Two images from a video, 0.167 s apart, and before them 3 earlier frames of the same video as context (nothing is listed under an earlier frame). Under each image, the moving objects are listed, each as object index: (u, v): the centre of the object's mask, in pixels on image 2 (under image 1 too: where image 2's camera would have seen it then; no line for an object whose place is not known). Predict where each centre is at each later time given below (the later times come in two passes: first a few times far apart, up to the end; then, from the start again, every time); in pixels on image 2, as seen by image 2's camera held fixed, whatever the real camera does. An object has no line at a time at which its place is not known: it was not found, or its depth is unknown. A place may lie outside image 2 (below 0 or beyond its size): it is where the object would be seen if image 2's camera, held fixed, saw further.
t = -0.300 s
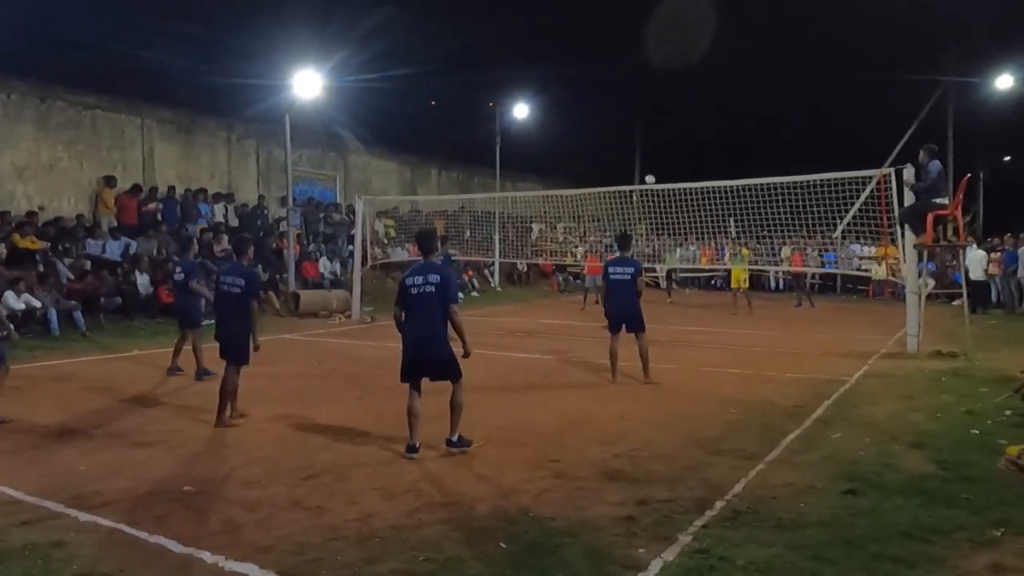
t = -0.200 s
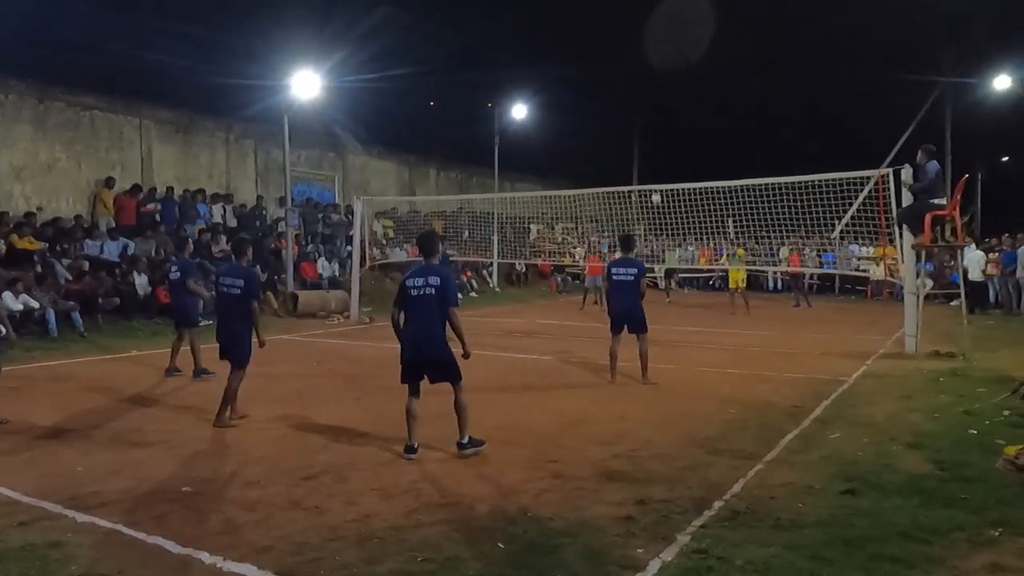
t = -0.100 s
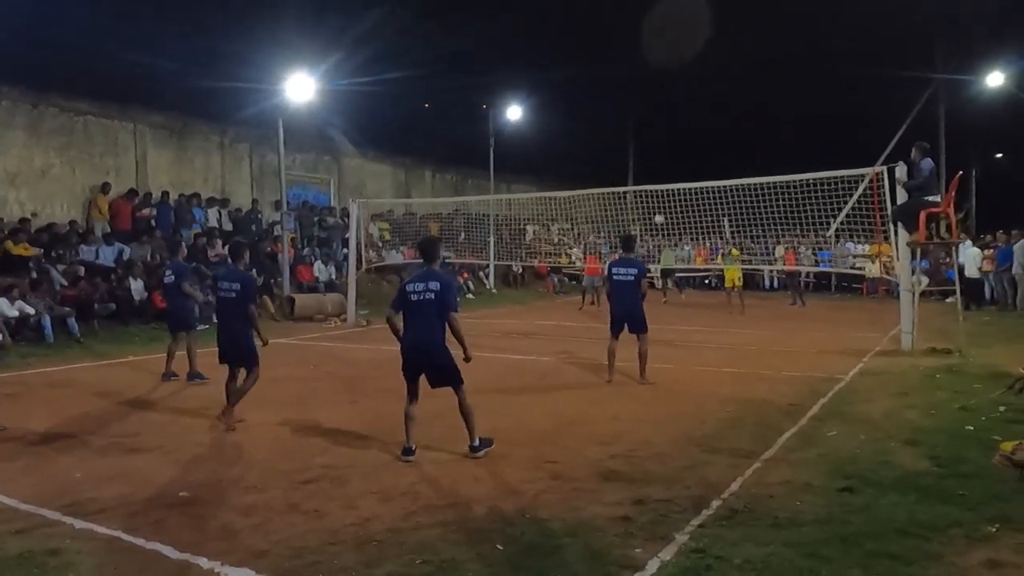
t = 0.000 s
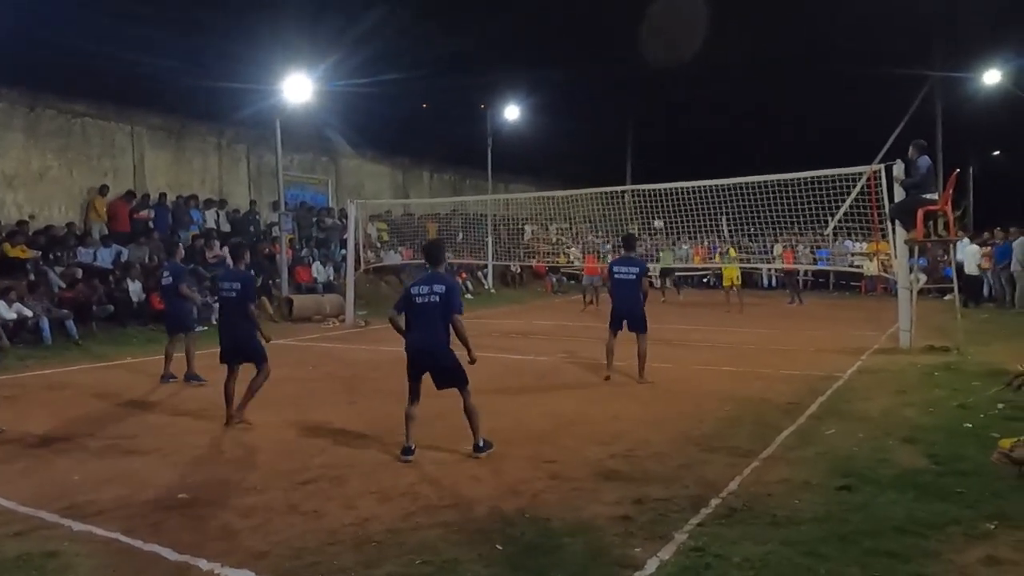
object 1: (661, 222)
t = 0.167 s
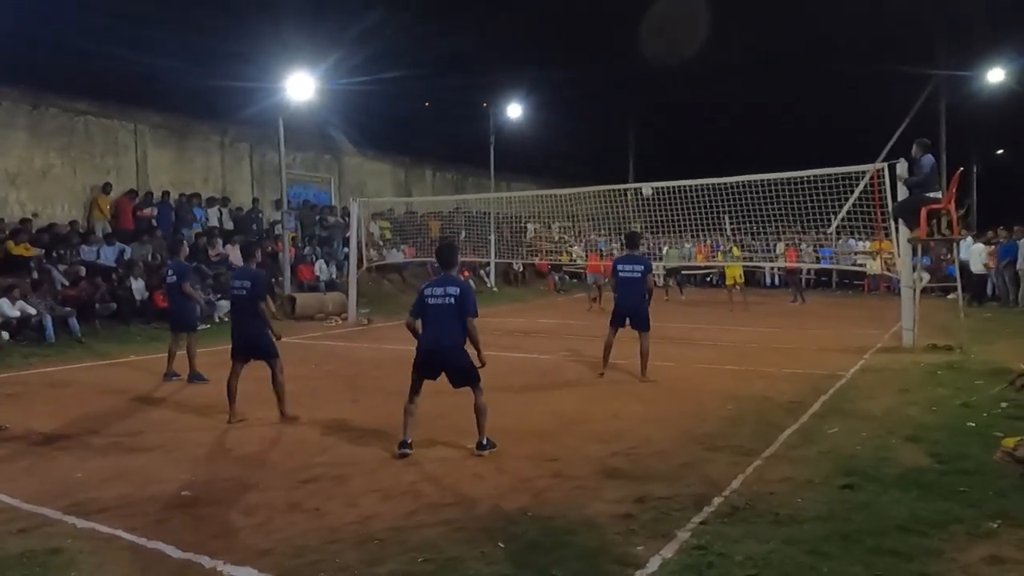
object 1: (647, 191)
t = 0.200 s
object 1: (644, 185)
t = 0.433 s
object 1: (619, 147)
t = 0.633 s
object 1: (597, 127)
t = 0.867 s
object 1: (566, 129)
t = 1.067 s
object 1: (534, 167)
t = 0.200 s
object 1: (644, 185)
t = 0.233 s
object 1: (640, 178)
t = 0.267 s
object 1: (637, 173)
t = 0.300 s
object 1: (634, 168)
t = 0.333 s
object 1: (630, 162)
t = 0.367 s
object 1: (627, 157)
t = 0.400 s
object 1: (623, 152)
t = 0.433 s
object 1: (619, 147)
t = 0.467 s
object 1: (615, 143)
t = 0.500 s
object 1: (612, 139)
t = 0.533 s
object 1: (608, 135)
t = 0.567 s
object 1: (604, 132)
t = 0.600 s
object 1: (601, 129)
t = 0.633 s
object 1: (597, 127)
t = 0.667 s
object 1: (593, 126)
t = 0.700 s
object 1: (589, 125)
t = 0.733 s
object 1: (585, 124)
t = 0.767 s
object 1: (580, 124)
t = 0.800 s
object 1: (576, 125)
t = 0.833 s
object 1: (571, 127)
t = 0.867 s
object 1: (566, 129)
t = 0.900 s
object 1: (561, 132)
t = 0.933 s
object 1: (556, 137)
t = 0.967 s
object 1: (551, 142)
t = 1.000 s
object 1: (546, 149)
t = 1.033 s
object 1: (540, 157)
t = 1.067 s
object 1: (534, 167)
